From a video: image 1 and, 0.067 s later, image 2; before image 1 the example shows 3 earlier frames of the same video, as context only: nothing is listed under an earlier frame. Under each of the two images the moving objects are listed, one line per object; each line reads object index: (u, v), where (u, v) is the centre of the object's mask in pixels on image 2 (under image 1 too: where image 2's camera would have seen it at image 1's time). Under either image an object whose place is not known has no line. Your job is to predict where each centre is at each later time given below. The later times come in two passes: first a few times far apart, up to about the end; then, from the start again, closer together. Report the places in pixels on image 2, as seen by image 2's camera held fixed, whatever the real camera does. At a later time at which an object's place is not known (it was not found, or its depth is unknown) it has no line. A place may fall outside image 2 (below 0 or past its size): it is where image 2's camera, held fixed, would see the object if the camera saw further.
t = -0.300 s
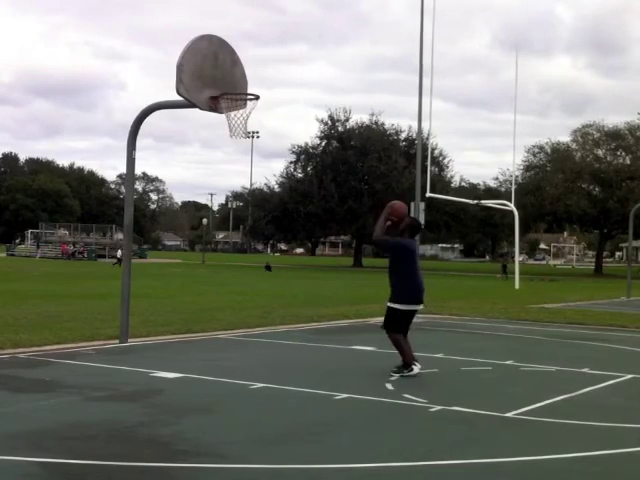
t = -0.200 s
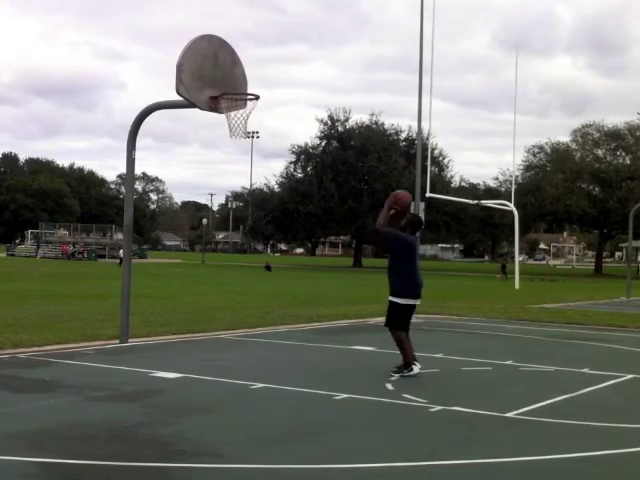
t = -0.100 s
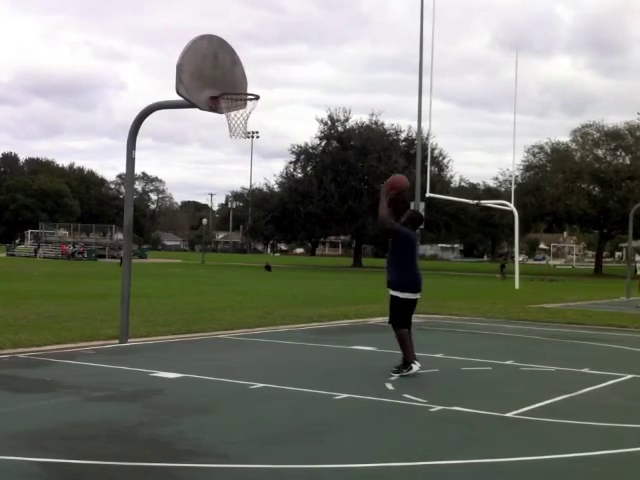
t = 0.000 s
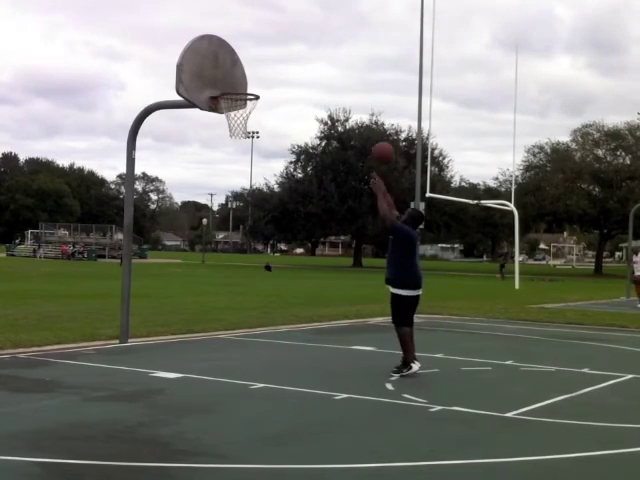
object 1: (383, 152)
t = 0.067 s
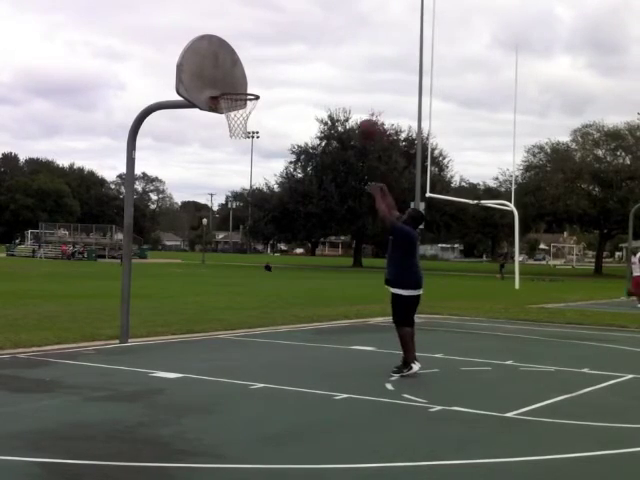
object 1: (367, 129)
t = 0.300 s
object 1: (318, 78)
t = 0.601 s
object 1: (257, 79)
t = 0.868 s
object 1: (231, 128)
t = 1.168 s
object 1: (238, 225)
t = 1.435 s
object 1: (243, 331)
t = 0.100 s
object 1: (361, 118)
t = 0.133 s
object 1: (353, 109)
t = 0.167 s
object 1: (346, 101)
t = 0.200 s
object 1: (339, 94)
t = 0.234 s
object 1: (332, 88)
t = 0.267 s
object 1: (325, 82)
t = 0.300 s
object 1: (318, 78)
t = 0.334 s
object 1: (311, 74)
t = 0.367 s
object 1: (304, 72)
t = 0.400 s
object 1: (297, 70)
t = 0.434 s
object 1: (290, 69)
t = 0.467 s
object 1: (284, 69)
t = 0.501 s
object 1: (277, 70)
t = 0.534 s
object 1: (270, 72)
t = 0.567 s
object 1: (264, 75)
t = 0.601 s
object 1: (257, 79)
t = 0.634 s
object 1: (251, 84)
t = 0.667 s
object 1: (245, 88)
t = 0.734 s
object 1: (231, 107)
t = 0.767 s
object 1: (229, 111)
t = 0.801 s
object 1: (230, 119)
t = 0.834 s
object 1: (230, 123)
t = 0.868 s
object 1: (231, 128)
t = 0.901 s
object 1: (232, 136)
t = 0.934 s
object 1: (233, 144)
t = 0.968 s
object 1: (234, 153)
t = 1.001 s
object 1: (234, 163)
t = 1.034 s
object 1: (235, 173)
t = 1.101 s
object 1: (237, 197)
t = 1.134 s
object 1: (238, 207)
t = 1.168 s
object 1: (238, 225)
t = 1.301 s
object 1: (240, 294)
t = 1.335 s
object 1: (240, 313)
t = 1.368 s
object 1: (240, 334)
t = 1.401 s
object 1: (241, 345)
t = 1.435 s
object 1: (243, 331)
